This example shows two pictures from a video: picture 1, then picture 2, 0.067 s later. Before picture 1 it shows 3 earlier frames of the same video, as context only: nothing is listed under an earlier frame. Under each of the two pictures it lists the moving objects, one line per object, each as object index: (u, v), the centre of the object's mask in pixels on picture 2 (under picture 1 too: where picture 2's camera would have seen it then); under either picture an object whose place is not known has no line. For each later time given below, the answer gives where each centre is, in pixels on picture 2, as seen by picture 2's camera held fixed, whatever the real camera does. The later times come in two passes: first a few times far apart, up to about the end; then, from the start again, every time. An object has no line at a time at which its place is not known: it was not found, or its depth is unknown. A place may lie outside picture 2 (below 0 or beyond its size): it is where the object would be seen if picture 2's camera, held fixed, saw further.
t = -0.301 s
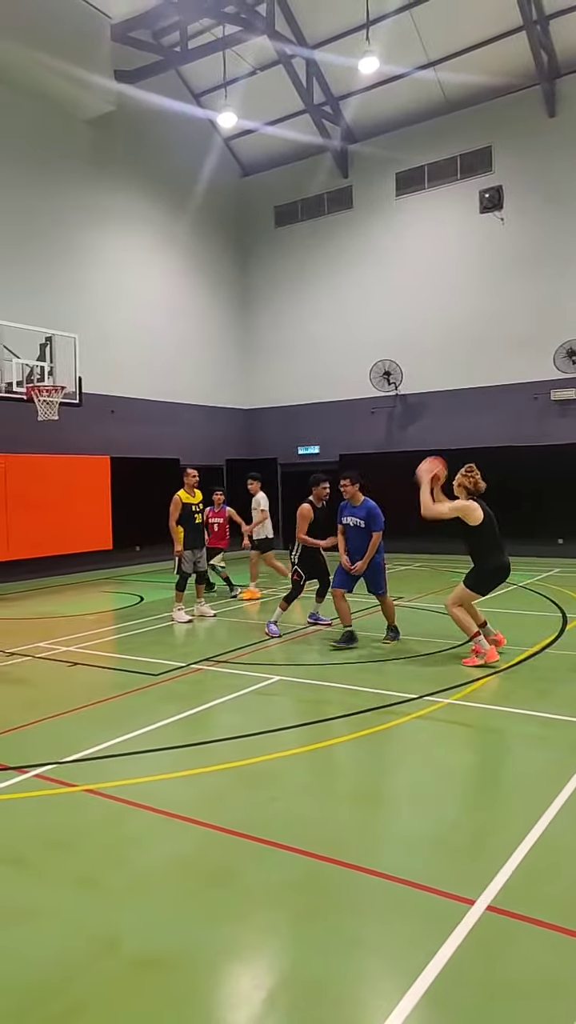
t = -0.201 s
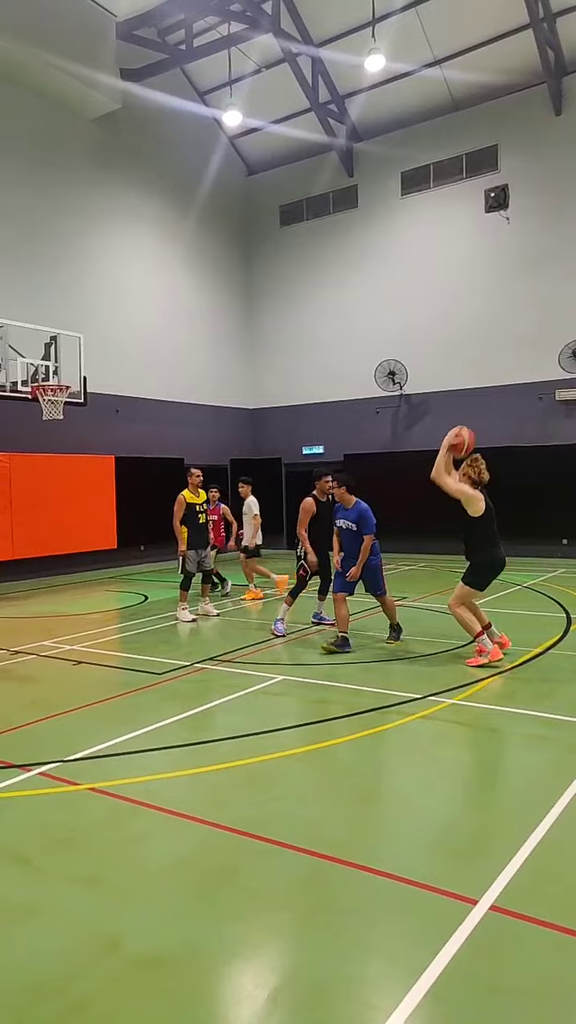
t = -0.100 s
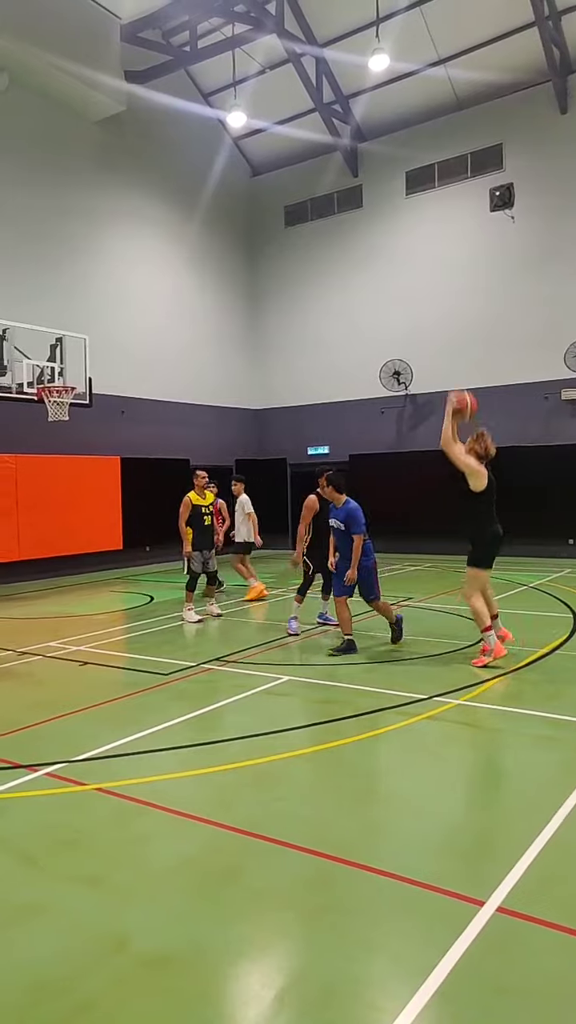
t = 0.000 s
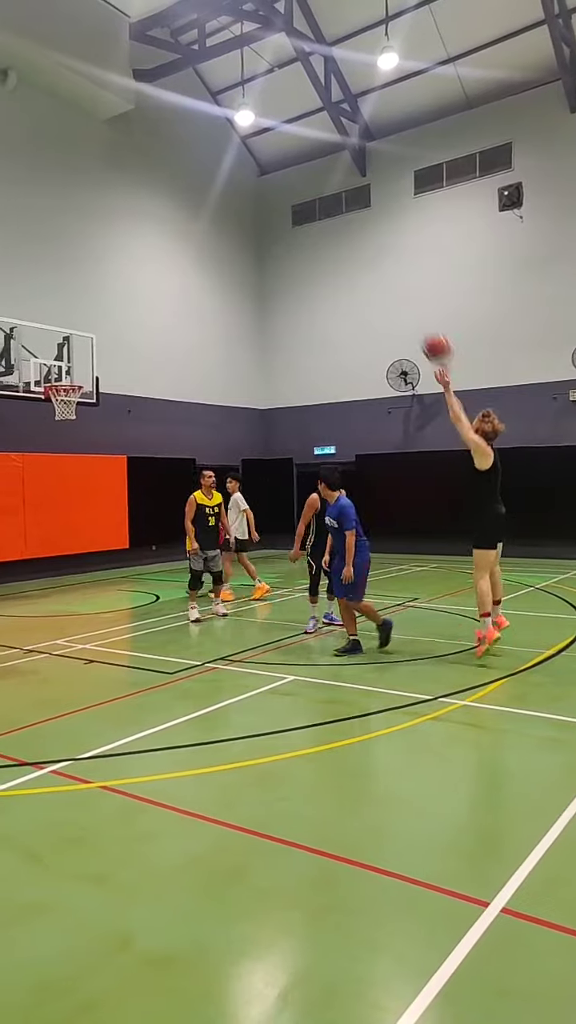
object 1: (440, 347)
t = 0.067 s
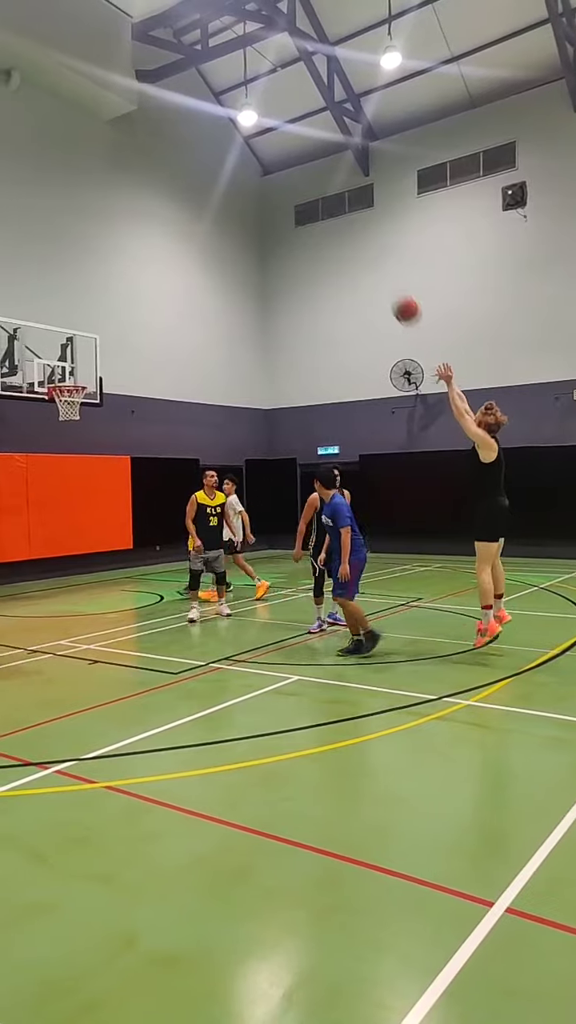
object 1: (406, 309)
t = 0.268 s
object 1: (316, 236)
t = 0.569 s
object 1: (211, 214)
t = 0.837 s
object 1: (139, 258)
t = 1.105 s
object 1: (83, 343)
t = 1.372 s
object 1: (84, 400)
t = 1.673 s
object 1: (71, 411)
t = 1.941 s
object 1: (51, 459)
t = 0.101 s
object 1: (389, 293)
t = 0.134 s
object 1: (373, 279)
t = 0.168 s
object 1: (359, 267)
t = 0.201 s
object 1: (344, 255)
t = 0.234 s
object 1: (331, 244)
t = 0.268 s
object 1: (316, 236)
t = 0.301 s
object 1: (302, 229)
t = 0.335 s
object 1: (291, 223)
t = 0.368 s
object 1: (278, 218)
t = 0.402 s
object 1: (266, 215)
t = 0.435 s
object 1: (255, 213)
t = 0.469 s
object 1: (243, 211)
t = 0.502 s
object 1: (231, 211)
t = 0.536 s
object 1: (221, 212)
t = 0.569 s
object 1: (211, 214)
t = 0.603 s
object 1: (201, 216)
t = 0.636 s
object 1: (191, 220)
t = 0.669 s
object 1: (182, 224)
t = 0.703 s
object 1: (173, 229)
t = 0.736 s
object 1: (165, 235)
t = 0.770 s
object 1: (156, 242)
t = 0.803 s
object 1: (147, 250)
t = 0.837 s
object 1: (139, 258)
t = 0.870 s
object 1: (131, 267)
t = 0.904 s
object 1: (123, 276)
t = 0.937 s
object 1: (116, 286)
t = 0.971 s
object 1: (108, 296)
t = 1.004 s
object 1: (102, 307)
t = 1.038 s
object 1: (96, 319)
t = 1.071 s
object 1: (89, 331)
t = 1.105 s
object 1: (83, 343)
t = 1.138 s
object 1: (76, 357)
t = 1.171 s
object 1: (71, 370)
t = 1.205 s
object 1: (63, 381)
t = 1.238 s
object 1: (68, 391)
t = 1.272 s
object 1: (76, 400)
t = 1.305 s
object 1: (82, 405)
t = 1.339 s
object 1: (82, 405)
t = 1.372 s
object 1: (84, 400)
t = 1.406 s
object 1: (84, 397)
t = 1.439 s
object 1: (86, 397)
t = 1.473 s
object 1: (85, 398)
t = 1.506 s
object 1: (83, 401)
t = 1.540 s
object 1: (82, 403)
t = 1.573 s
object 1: (81, 407)
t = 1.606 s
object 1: (78, 409)
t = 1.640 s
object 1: (73, 409)
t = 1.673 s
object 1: (71, 411)
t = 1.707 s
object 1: (70, 413)
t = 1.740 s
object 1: (64, 421)
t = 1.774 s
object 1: (62, 425)
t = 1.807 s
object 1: (60, 429)
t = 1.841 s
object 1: (58, 435)
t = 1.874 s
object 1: (56, 443)
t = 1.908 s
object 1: (54, 450)
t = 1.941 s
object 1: (51, 459)
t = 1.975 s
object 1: (49, 469)
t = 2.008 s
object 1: (46, 479)
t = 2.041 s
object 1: (44, 489)
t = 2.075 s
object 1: (42, 500)
